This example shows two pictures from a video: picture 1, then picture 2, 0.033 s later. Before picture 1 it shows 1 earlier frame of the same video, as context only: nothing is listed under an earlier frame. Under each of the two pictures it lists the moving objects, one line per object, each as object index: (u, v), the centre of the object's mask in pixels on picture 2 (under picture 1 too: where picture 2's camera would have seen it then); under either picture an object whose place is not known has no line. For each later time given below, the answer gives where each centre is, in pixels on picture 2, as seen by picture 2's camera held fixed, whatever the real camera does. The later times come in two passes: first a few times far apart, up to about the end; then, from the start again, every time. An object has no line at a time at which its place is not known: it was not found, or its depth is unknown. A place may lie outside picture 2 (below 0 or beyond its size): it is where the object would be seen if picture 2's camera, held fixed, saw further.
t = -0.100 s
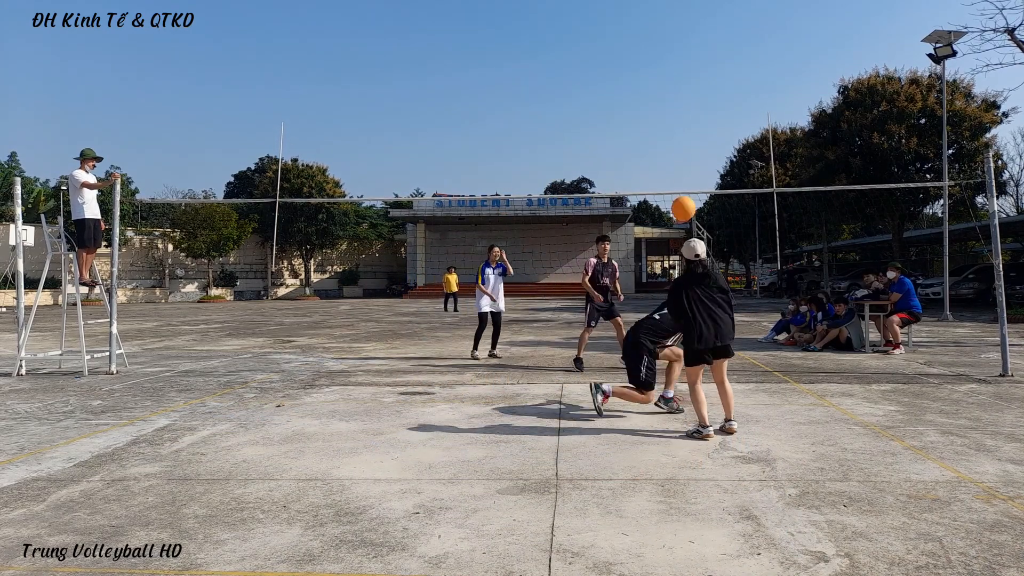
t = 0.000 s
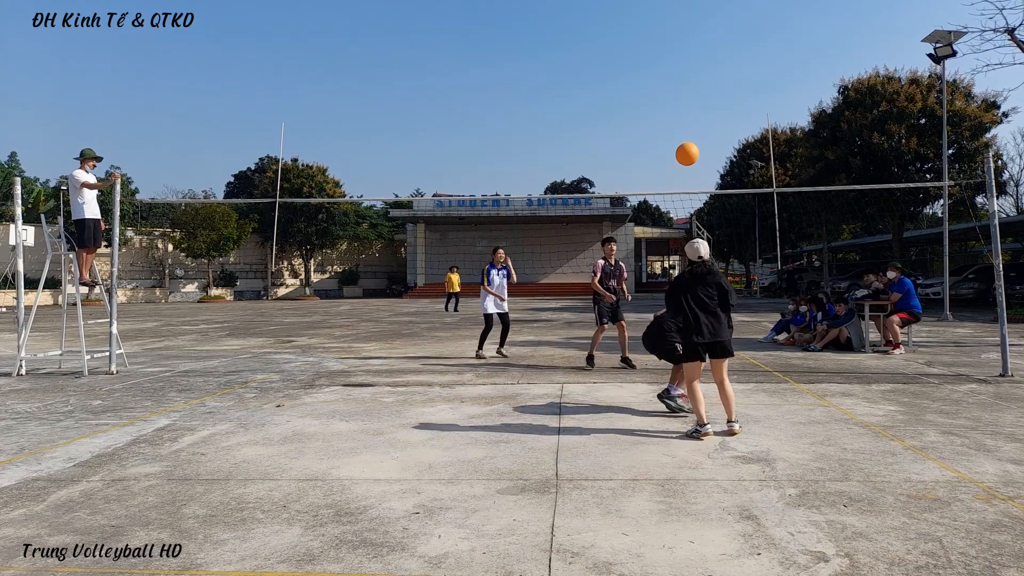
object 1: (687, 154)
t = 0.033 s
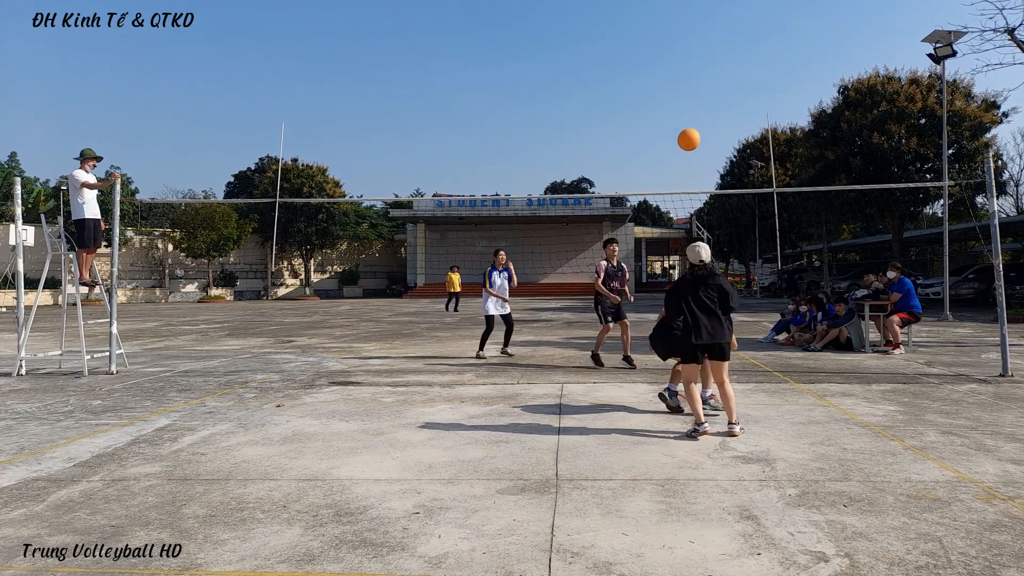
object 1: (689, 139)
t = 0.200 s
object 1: (695, 89)
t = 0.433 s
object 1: (701, 72)
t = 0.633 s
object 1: (705, 92)
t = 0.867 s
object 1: (709, 144)
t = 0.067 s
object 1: (691, 126)
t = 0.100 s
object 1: (692, 115)
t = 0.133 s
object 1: (693, 105)
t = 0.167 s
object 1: (694, 96)
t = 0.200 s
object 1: (695, 89)
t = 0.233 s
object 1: (696, 84)
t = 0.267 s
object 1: (697, 79)
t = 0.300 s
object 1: (698, 76)
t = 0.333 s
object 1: (699, 73)
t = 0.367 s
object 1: (699, 72)
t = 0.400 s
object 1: (700, 71)
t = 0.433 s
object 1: (701, 72)
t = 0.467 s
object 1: (702, 73)
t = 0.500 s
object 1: (702, 76)
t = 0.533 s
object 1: (703, 78)
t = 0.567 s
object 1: (703, 82)
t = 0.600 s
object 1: (704, 86)
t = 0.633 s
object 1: (705, 92)
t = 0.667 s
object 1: (705, 97)
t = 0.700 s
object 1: (706, 104)
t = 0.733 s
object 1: (707, 111)
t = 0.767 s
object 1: (708, 118)
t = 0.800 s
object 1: (708, 126)
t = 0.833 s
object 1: (709, 134)
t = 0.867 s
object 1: (709, 144)
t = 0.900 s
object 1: (710, 153)
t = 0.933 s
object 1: (711, 163)
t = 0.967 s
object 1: (712, 174)
